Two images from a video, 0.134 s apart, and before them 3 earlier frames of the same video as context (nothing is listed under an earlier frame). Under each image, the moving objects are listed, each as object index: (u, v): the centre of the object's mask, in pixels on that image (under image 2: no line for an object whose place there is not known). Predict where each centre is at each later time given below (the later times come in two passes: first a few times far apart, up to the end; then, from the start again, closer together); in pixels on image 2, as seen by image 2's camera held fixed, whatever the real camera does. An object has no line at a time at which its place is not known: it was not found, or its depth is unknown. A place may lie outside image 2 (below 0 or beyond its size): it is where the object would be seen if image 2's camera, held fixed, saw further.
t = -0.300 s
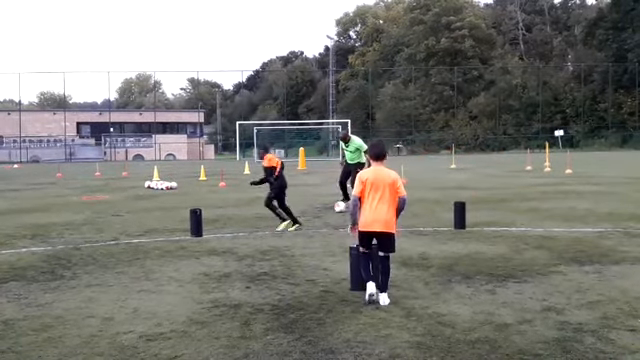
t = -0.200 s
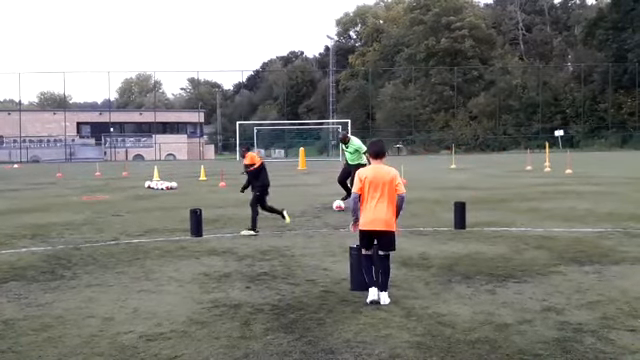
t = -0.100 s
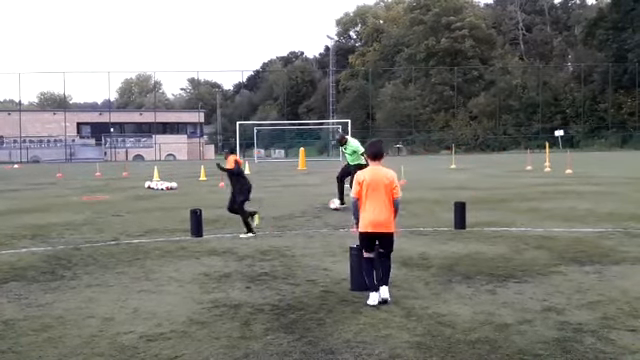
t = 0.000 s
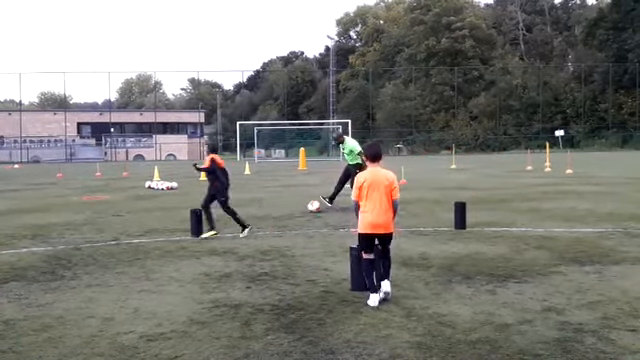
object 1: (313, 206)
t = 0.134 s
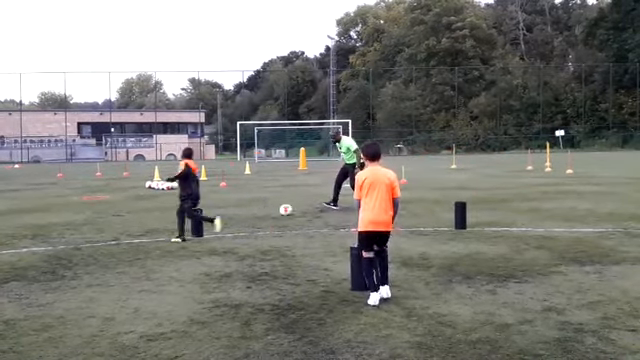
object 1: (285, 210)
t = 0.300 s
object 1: (253, 212)
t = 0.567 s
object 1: (207, 218)
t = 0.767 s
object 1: (169, 221)
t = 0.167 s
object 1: (278, 210)
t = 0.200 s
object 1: (272, 211)
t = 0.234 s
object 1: (265, 211)
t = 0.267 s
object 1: (259, 212)
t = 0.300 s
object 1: (253, 212)
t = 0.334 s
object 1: (246, 213)
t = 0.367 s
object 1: (240, 214)
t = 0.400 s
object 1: (234, 214)
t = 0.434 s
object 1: (228, 215)
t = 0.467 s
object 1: (223, 215)
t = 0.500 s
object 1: (216, 216)
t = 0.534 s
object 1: (211, 217)
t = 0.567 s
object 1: (207, 218)
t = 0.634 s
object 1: (188, 219)
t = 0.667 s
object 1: (185, 219)
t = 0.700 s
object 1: (182, 220)
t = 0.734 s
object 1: (175, 221)
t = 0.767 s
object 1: (169, 221)
